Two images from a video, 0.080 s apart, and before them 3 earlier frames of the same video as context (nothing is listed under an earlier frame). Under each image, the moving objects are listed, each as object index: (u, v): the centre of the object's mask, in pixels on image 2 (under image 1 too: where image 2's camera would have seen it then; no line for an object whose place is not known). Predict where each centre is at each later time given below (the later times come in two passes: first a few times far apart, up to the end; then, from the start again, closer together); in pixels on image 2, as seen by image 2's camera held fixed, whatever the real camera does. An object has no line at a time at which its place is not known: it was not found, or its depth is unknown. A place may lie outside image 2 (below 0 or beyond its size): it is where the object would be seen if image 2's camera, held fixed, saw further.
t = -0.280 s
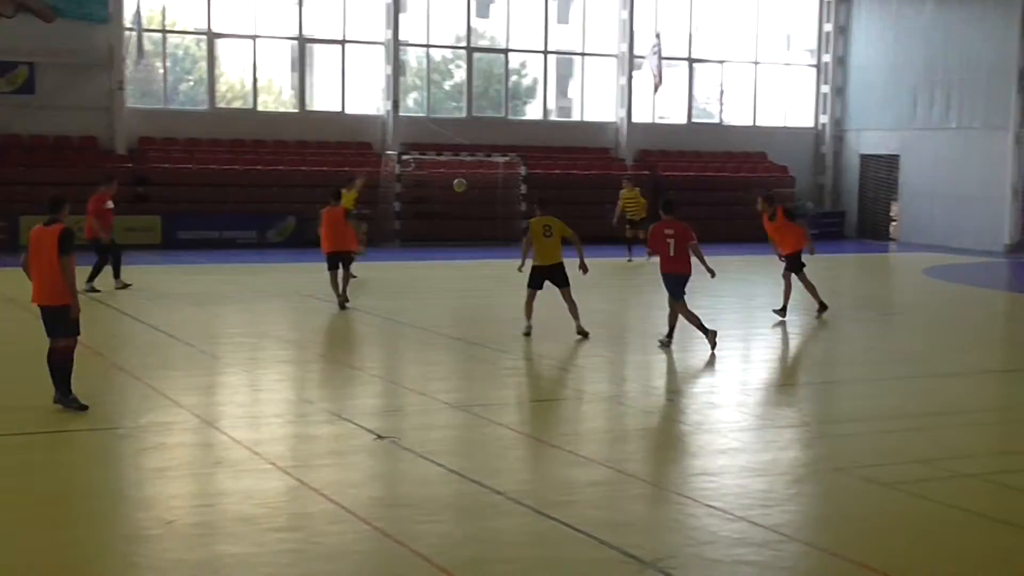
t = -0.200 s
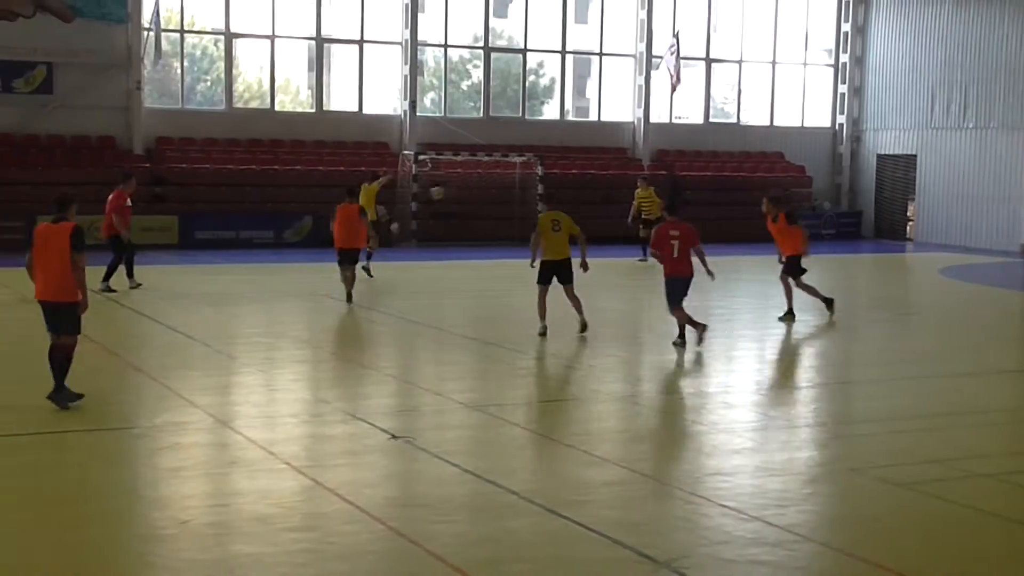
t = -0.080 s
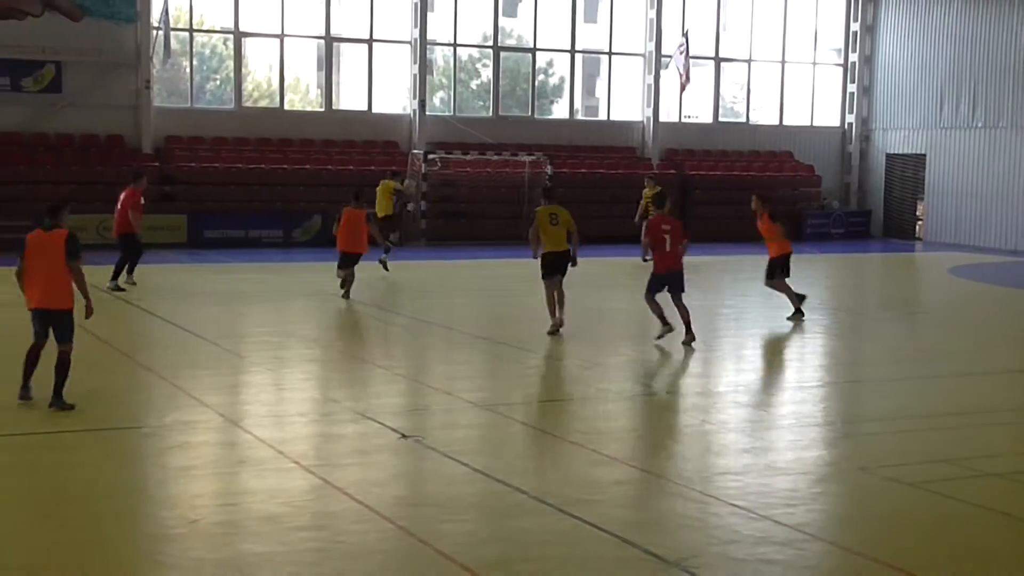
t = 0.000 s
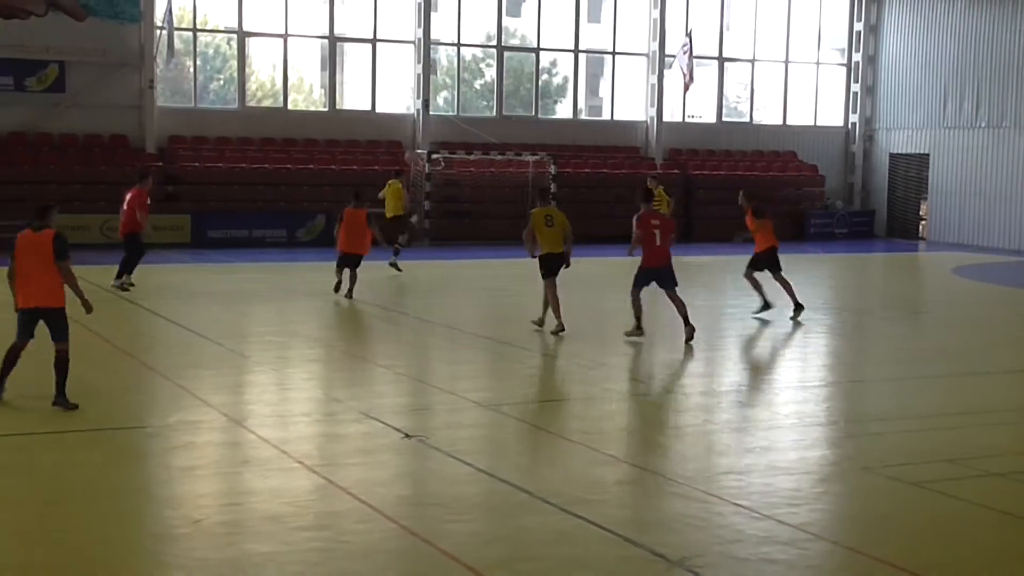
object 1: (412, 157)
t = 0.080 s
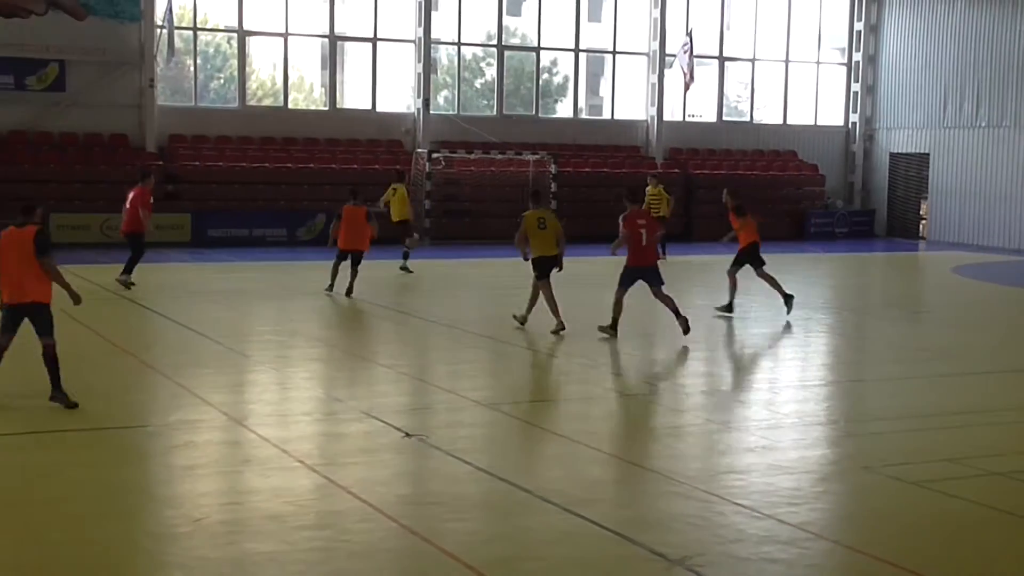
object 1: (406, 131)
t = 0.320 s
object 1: (398, 80)
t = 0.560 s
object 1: (388, 62)
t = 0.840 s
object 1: (377, 84)
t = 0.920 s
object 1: (373, 97)
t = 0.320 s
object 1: (398, 80)
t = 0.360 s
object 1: (397, 75)
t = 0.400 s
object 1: (395, 70)
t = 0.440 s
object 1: (393, 67)
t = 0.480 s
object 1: (392, 64)
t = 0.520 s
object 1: (390, 62)
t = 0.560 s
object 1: (388, 62)
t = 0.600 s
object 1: (387, 62)
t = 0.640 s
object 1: (385, 63)
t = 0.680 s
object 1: (383, 65)
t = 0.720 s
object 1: (382, 68)
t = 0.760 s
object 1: (379, 72)
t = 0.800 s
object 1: (379, 77)
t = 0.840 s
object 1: (377, 84)
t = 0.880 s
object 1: (375, 90)
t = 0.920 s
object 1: (373, 97)
